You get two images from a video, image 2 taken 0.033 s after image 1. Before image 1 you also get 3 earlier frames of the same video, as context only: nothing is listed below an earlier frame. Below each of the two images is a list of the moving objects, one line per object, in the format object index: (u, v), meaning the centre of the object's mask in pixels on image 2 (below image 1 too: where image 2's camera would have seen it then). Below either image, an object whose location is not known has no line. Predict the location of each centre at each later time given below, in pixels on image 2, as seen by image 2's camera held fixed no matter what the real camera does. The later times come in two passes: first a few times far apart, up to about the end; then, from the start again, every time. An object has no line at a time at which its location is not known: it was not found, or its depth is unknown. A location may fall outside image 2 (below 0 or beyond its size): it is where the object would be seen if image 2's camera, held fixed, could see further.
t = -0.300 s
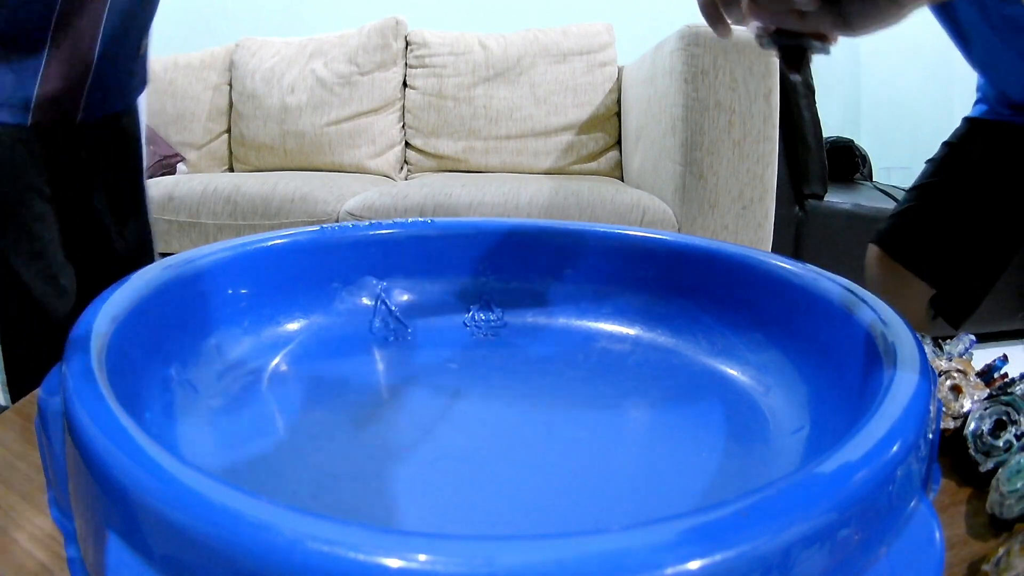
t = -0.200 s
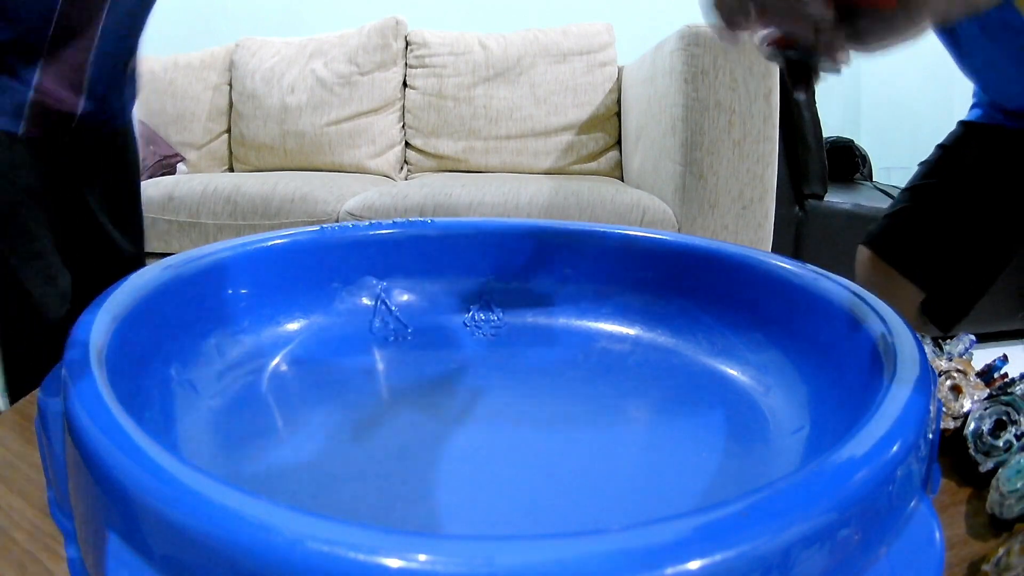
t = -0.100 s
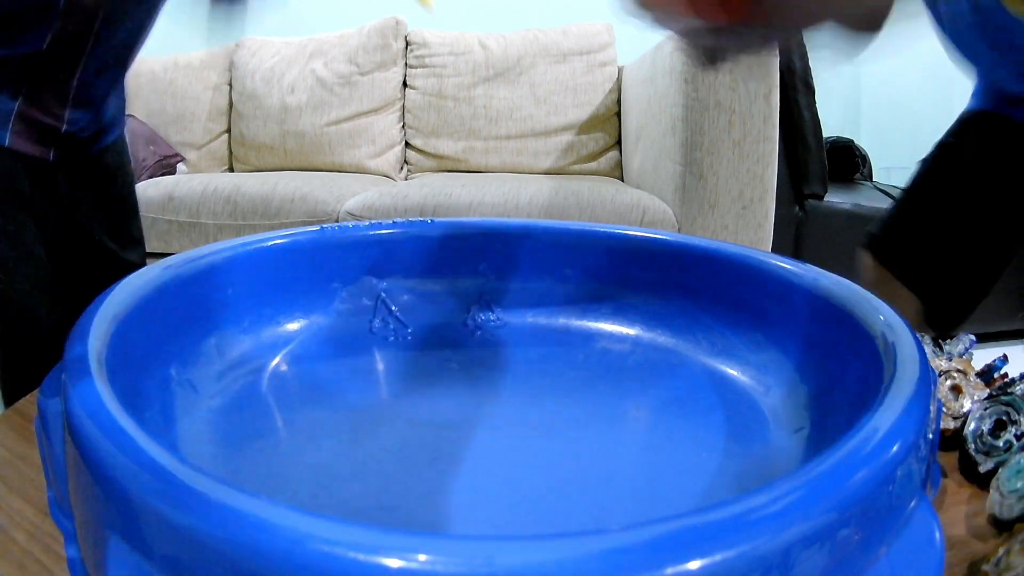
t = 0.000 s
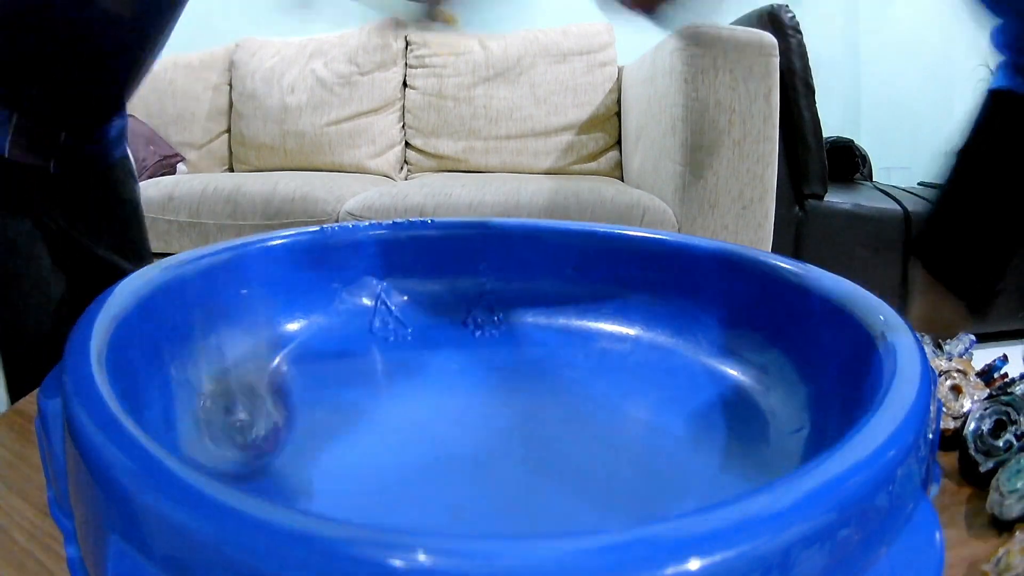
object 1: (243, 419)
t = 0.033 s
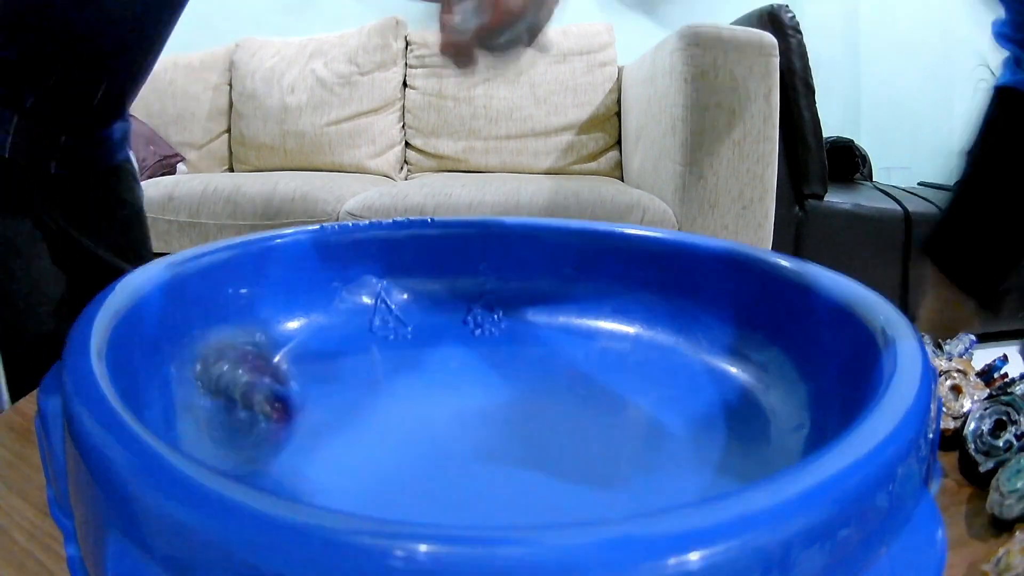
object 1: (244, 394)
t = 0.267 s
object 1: (398, 475)
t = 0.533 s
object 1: (537, 492)
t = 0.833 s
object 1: (536, 490)
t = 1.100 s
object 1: (536, 490)
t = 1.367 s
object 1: (536, 490)
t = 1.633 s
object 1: (535, 490)
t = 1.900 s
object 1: (536, 490)
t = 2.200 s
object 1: (536, 490)
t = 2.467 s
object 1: (536, 490)
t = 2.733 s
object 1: (536, 490)
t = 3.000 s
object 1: (536, 490)
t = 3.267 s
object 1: (536, 490)
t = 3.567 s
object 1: (536, 490)
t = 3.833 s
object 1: (536, 490)
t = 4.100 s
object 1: (536, 490)
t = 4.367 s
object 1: (536, 490)
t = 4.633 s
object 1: (536, 490)
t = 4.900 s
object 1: (536, 490)
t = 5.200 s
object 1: (536, 490)
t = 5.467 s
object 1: (536, 490)
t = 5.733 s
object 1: (536, 490)
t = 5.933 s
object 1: (536, 490)
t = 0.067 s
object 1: (250, 371)
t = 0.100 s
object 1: (268, 395)
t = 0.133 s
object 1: (283, 427)
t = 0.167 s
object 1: (303, 471)
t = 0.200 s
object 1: (333, 466)
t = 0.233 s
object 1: (360, 469)
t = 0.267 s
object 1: (398, 475)
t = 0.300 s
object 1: (431, 482)
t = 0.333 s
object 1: (455, 487)
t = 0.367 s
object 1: (484, 496)
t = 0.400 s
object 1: (497, 492)
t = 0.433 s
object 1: (512, 491)
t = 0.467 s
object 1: (525, 491)
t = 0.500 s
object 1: (533, 492)
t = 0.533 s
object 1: (537, 492)
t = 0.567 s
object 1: (537, 492)
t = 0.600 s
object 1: (538, 492)
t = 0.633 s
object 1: (537, 491)
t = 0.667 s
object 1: (536, 491)
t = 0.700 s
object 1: (536, 491)
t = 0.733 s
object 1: (536, 491)
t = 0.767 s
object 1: (536, 491)
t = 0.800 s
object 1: (536, 490)
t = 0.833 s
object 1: (536, 490)
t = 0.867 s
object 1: (536, 490)
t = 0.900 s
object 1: (536, 490)
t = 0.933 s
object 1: (536, 490)
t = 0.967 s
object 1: (536, 490)
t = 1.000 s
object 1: (536, 490)
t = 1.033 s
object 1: (536, 490)
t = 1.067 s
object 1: (536, 490)
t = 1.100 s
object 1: (536, 490)
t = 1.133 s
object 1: (536, 490)
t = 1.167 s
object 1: (536, 490)
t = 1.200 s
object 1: (536, 490)
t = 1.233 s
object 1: (536, 490)
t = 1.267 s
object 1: (536, 490)
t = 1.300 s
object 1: (536, 490)
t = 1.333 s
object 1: (536, 490)
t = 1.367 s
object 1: (536, 490)
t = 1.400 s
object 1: (536, 490)
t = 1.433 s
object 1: (536, 490)
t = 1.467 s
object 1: (536, 490)
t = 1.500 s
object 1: (536, 490)
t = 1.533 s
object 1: (536, 490)
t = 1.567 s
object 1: (536, 490)
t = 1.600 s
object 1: (536, 490)
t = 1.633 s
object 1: (535, 490)
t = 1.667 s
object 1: (536, 490)
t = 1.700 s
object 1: (536, 490)
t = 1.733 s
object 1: (536, 490)
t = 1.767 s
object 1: (536, 490)
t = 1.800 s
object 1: (536, 490)
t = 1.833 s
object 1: (536, 490)
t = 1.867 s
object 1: (536, 490)
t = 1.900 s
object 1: (536, 490)
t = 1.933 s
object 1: (536, 490)
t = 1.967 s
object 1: (536, 490)
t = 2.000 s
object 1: (536, 490)
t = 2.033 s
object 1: (536, 490)
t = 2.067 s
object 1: (536, 490)
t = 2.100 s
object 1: (536, 490)
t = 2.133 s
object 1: (536, 490)
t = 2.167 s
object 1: (536, 490)
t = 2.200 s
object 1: (536, 490)
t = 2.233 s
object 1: (536, 490)
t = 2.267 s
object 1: (536, 490)
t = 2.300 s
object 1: (536, 490)
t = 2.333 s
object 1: (536, 490)
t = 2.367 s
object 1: (536, 490)
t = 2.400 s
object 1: (536, 490)
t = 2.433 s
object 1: (536, 490)
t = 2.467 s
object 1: (536, 490)
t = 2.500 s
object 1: (536, 490)
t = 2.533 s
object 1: (536, 490)
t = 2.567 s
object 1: (536, 490)
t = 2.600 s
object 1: (536, 490)
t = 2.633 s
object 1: (536, 490)
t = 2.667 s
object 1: (536, 490)
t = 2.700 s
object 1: (536, 490)
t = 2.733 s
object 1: (536, 490)
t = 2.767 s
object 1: (536, 490)
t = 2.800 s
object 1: (536, 490)
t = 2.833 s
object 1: (536, 490)
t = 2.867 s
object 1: (536, 490)
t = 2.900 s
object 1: (536, 490)
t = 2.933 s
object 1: (536, 490)
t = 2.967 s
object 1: (536, 490)
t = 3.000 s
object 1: (536, 490)
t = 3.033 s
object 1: (536, 490)
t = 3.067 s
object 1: (536, 490)
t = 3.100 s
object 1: (536, 490)
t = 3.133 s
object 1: (536, 490)
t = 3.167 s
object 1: (536, 490)
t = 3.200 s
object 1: (536, 490)
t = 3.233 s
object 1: (536, 490)
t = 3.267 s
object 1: (536, 490)
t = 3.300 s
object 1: (536, 490)
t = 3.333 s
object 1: (536, 490)
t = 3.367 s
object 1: (536, 490)
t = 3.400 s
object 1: (536, 490)
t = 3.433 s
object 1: (536, 490)
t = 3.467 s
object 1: (536, 490)
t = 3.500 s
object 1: (536, 490)
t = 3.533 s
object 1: (536, 490)
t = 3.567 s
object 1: (536, 490)
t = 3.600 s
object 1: (536, 490)
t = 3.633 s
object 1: (536, 490)
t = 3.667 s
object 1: (536, 490)
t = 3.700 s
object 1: (536, 490)
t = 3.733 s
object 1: (536, 490)
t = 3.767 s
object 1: (536, 490)
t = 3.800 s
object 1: (536, 490)
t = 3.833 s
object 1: (536, 490)
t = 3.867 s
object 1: (536, 490)
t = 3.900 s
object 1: (536, 490)
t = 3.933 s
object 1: (536, 490)
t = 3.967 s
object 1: (536, 490)
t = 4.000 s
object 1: (536, 490)
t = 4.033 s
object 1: (536, 490)
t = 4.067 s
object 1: (536, 490)
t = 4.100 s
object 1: (536, 490)
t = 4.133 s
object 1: (536, 490)
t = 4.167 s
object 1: (536, 490)
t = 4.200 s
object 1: (536, 490)
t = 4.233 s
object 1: (536, 490)
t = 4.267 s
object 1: (536, 490)
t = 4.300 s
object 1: (536, 490)
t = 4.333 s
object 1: (536, 490)
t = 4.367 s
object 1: (536, 490)
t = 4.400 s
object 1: (536, 490)
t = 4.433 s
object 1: (536, 490)
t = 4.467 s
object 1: (536, 490)
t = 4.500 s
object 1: (536, 490)
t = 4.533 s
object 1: (536, 490)
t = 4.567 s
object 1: (536, 490)
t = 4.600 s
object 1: (536, 490)
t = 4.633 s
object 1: (536, 490)
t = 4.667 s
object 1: (536, 490)
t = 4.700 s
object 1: (536, 490)
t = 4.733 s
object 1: (536, 490)
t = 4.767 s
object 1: (536, 490)
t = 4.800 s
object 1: (536, 490)
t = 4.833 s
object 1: (536, 490)
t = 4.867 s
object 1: (536, 490)
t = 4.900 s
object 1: (536, 490)
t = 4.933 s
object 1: (536, 490)
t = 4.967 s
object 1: (536, 490)
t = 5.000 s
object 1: (536, 490)
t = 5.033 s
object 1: (536, 490)
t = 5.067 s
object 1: (536, 490)
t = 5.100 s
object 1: (536, 490)
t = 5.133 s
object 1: (536, 490)
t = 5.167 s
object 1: (536, 490)
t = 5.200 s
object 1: (536, 490)
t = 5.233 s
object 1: (536, 490)
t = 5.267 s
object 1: (536, 490)
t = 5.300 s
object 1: (536, 490)
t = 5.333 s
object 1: (536, 490)
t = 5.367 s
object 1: (536, 490)
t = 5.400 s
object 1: (536, 490)
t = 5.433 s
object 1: (536, 490)
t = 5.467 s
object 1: (536, 490)
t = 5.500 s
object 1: (536, 490)
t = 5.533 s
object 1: (536, 490)
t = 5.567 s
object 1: (536, 490)
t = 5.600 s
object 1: (536, 490)
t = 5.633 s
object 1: (536, 490)
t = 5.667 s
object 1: (536, 490)
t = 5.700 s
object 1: (536, 490)
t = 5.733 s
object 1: (536, 490)
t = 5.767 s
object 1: (536, 490)
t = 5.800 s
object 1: (536, 490)
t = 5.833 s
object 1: (536, 490)
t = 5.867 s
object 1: (536, 490)
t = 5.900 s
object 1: (536, 490)
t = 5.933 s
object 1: (536, 490)
